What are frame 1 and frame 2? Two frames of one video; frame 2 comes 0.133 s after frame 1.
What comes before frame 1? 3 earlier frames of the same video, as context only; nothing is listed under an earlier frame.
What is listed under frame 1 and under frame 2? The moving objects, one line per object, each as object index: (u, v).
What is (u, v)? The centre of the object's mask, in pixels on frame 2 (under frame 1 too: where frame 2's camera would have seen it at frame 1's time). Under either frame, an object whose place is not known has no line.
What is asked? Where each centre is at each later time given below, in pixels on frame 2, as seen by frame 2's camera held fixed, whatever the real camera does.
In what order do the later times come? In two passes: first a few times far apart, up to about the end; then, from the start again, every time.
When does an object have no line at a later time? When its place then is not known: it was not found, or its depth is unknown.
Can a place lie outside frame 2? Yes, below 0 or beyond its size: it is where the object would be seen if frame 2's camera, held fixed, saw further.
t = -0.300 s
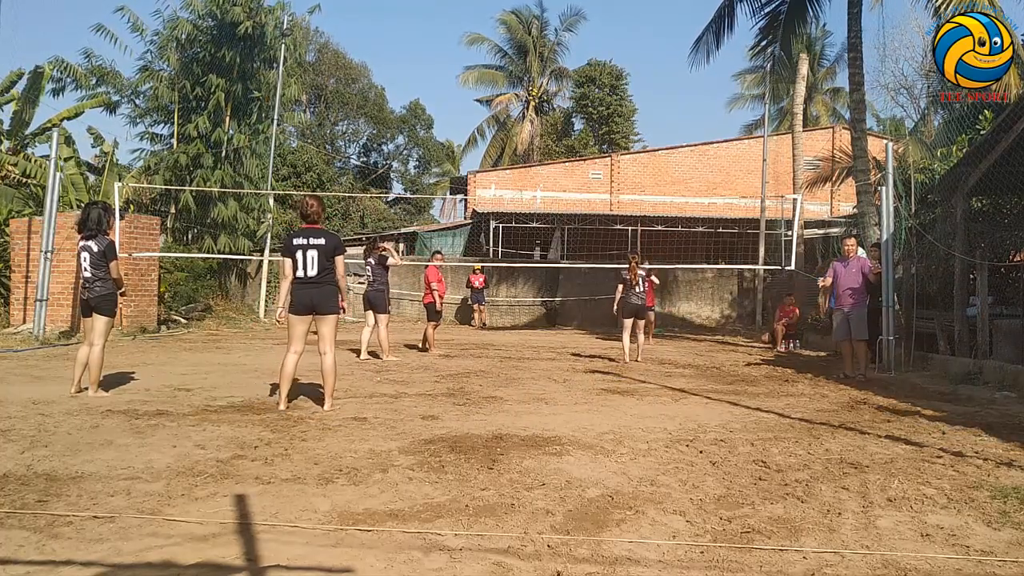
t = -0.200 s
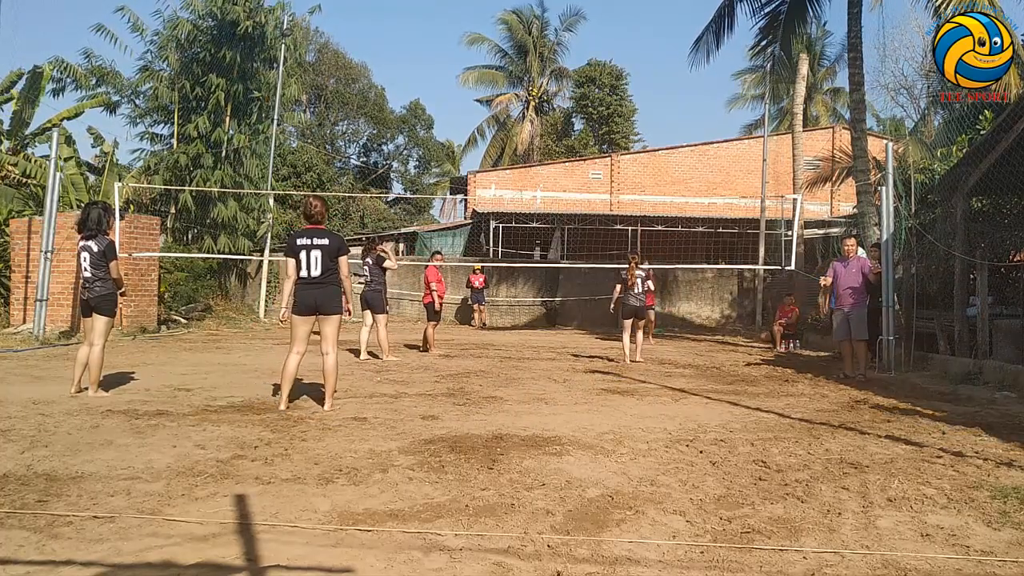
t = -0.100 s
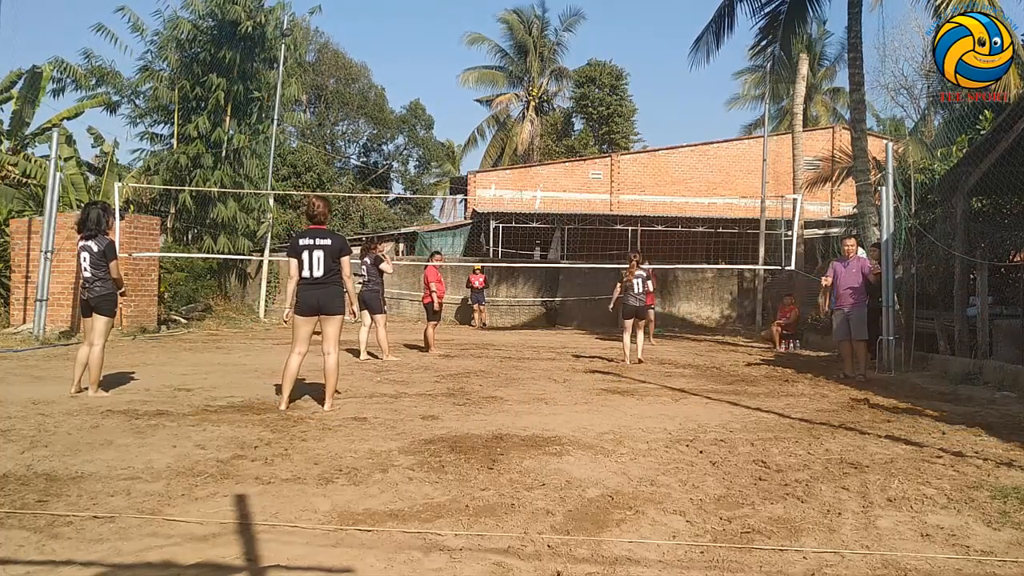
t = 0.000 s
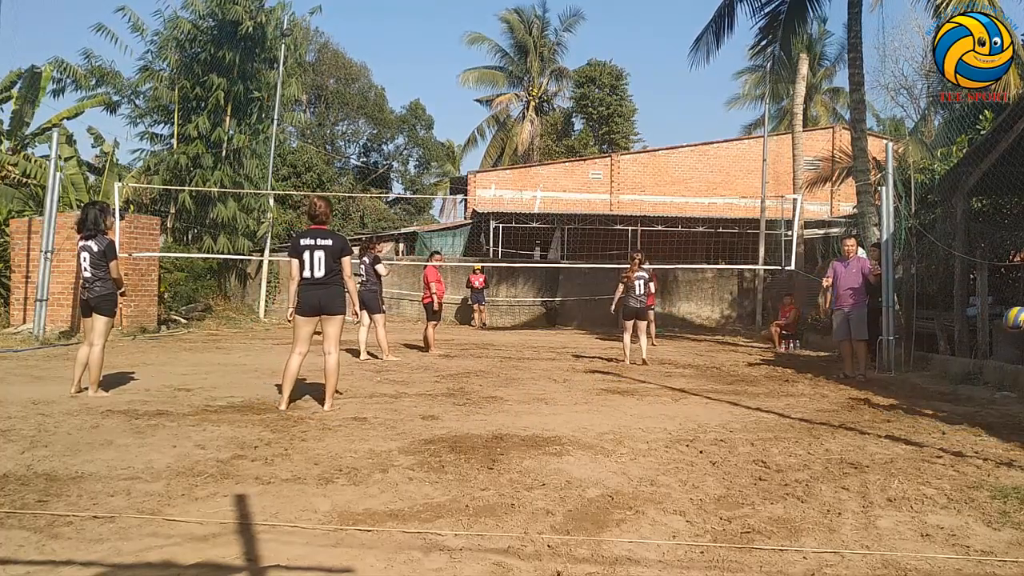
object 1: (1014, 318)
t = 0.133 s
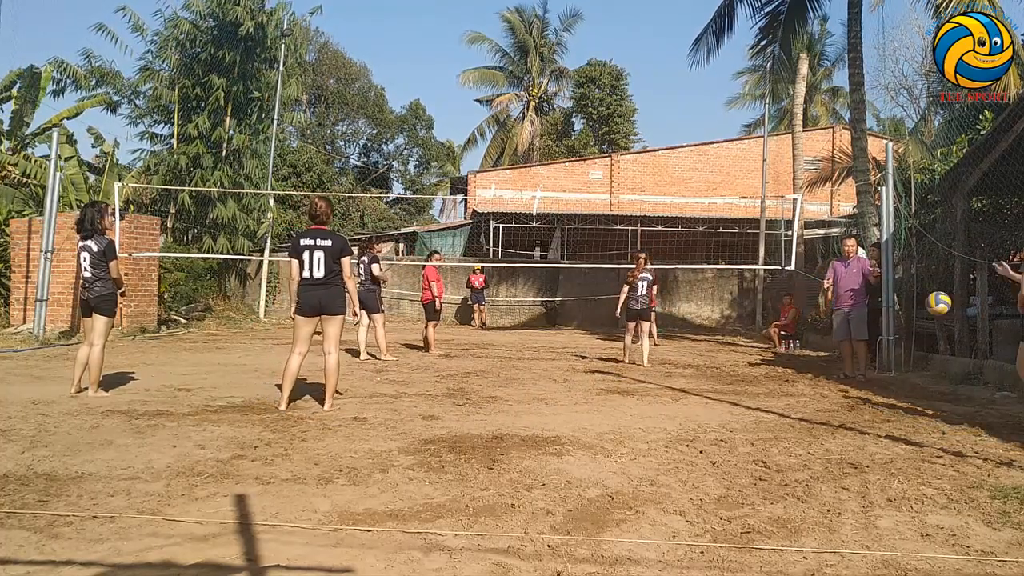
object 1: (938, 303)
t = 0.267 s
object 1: (875, 307)
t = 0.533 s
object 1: (783, 359)
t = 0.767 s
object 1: (745, 362)
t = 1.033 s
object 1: (716, 355)
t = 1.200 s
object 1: (702, 352)
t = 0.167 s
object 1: (921, 302)
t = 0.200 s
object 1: (906, 303)
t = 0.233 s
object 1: (890, 305)
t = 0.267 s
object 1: (875, 307)
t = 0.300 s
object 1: (862, 311)
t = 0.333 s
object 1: (849, 315)
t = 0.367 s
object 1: (836, 321)
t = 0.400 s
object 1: (824, 327)
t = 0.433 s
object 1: (813, 335)
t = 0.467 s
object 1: (802, 342)
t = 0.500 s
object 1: (792, 349)
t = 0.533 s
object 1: (783, 359)
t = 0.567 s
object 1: (773, 367)
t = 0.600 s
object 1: (768, 365)
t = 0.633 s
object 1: (763, 363)
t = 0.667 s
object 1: (758, 362)
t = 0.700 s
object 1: (753, 362)
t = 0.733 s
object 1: (748, 363)
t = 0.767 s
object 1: (745, 362)
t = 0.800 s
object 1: (741, 359)
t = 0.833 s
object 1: (736, 357)
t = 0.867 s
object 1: (733, 357)
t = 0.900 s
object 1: (729, 357)
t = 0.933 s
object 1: (725, 358)
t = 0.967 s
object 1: (722, 357)
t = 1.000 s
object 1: (719, 355)
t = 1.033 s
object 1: (716, 355)
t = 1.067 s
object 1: (713, 355)
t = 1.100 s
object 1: (710, 355)
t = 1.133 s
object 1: (707, 354)
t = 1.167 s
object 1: (705, 353)
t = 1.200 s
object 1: (702, 352)
